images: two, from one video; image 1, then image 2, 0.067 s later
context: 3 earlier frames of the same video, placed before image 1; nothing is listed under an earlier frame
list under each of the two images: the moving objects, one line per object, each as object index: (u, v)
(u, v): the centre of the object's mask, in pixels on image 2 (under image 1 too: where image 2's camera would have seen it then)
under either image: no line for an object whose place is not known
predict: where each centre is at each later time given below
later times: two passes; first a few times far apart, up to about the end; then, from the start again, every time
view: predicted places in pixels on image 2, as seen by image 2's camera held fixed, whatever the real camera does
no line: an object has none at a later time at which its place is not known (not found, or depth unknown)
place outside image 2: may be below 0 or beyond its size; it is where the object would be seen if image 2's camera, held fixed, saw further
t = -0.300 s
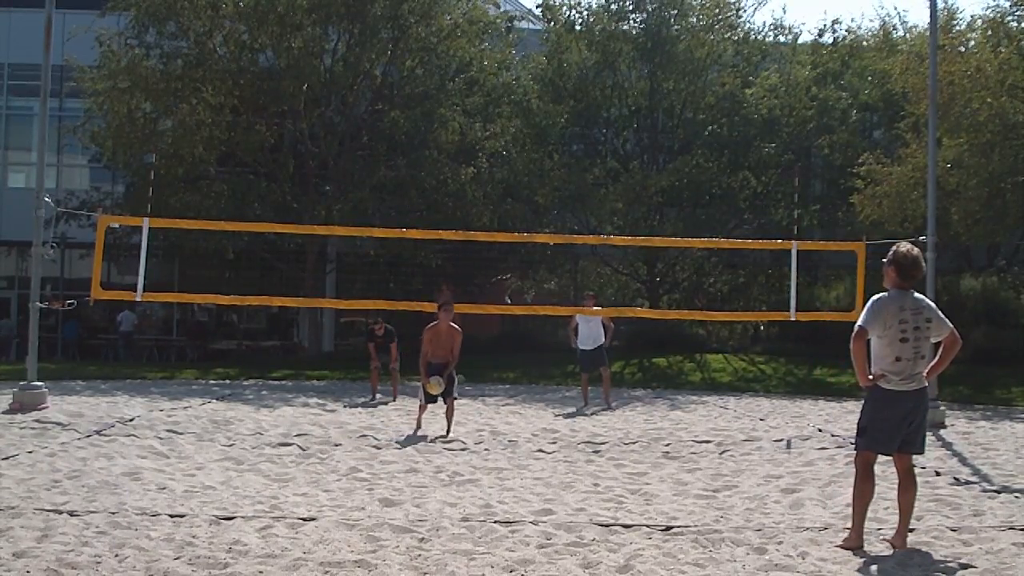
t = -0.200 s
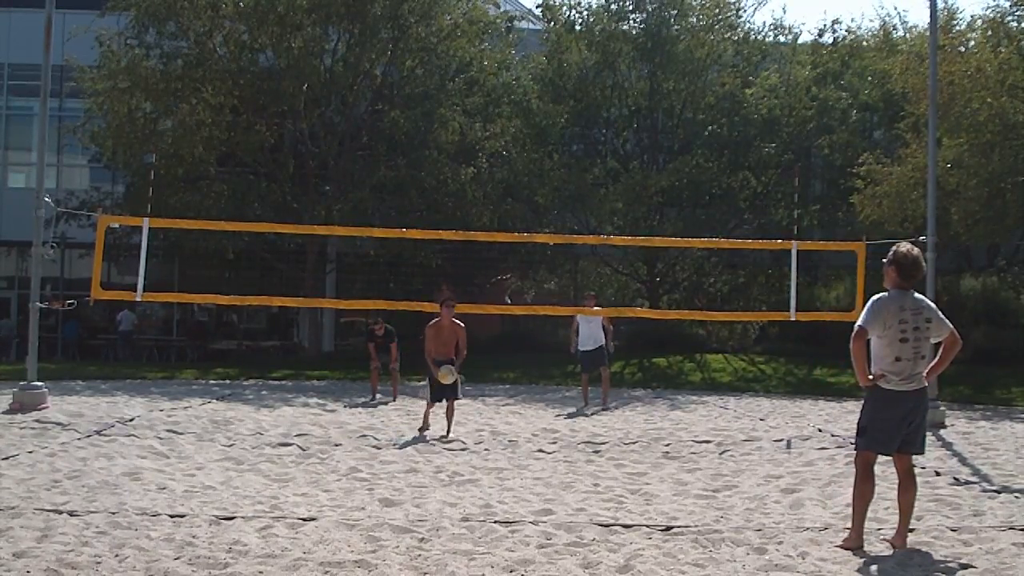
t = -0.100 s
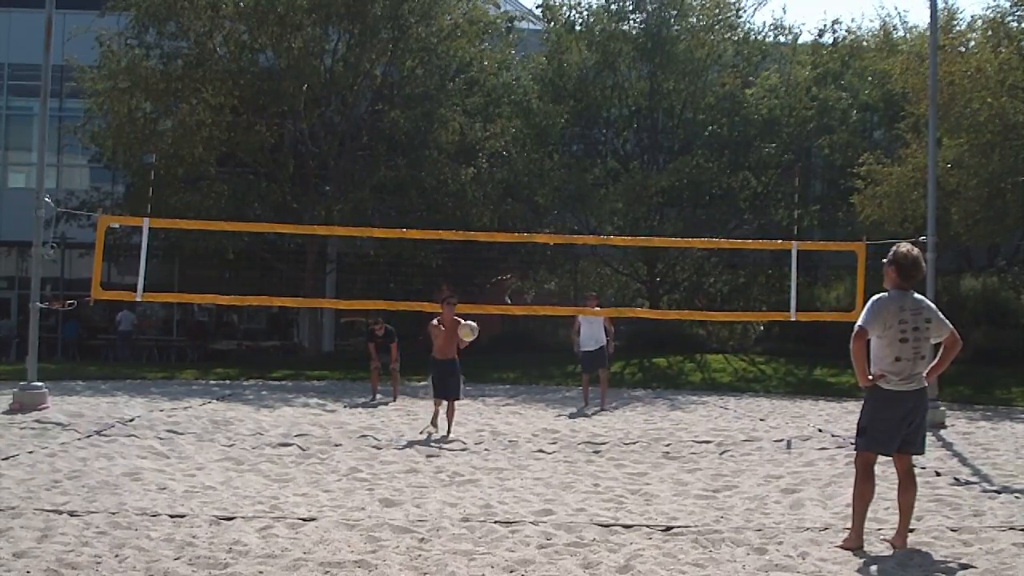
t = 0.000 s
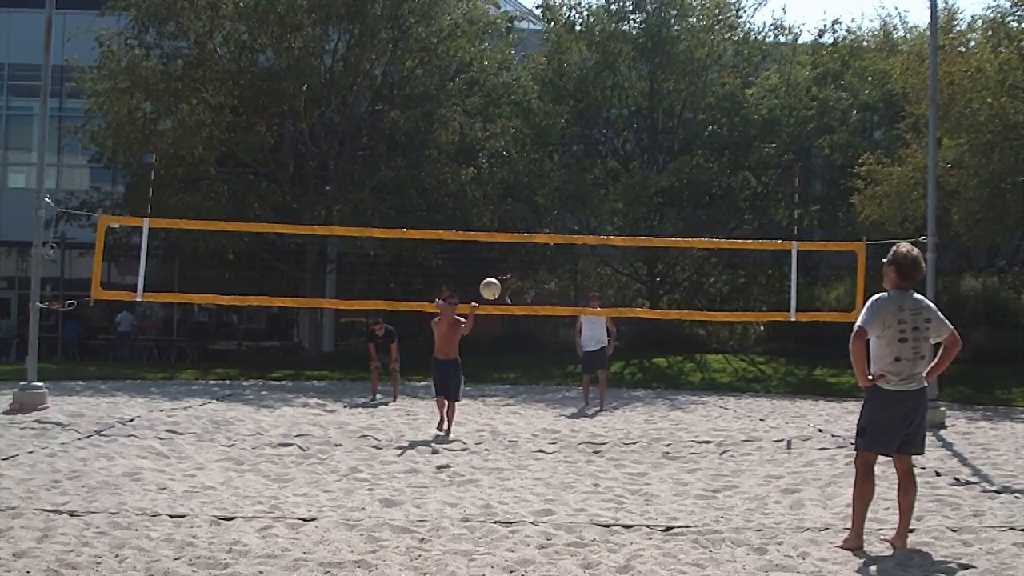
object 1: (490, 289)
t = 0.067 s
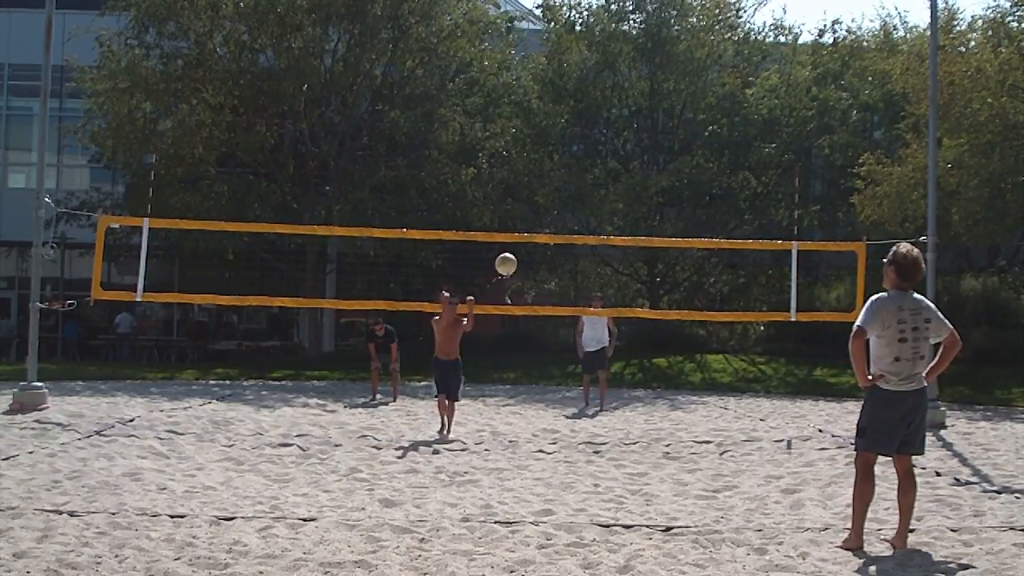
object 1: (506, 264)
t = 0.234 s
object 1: (548, 215)
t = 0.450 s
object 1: (609, 189)
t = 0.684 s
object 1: (687, 222)
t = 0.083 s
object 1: (510, 258)
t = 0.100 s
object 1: (514, 253)
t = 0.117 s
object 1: (518, 247)
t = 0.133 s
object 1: (522, 242)
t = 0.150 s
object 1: (526, 237)
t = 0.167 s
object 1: (530, 232)
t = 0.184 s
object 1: (535, 226)
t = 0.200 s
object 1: (539, 223)
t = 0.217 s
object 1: (543, 219)
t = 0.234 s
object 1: (548, 215)
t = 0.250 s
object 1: (552, 211)
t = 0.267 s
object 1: (557, 208)
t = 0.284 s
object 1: (561, 205)
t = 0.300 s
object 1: (566, 202)
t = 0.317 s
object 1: (571, 199)
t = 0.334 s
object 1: (575, 197)
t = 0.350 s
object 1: (580, 195)
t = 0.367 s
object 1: (585, 193)
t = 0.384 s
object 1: (589, 192)
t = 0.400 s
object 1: (594, 191)
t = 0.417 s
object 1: (599, 190)
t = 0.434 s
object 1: (604, 189)
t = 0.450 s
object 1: (609, 189)
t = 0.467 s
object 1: (615, 189)
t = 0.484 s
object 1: (620, 190)
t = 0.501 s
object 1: (625, 190)
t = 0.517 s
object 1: (630, 191)
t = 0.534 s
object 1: (635, 193)
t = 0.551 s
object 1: (641, 194)
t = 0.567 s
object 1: (646, 196)
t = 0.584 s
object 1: (652, 199)
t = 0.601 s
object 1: (658, 202)
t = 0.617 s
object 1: (663, 205)
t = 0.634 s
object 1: (669, 209)
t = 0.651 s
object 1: (675, 213)
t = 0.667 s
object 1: (681, 217)
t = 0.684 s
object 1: (687, 222)
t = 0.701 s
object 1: (693, 227)
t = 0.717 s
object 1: (699, 233)
